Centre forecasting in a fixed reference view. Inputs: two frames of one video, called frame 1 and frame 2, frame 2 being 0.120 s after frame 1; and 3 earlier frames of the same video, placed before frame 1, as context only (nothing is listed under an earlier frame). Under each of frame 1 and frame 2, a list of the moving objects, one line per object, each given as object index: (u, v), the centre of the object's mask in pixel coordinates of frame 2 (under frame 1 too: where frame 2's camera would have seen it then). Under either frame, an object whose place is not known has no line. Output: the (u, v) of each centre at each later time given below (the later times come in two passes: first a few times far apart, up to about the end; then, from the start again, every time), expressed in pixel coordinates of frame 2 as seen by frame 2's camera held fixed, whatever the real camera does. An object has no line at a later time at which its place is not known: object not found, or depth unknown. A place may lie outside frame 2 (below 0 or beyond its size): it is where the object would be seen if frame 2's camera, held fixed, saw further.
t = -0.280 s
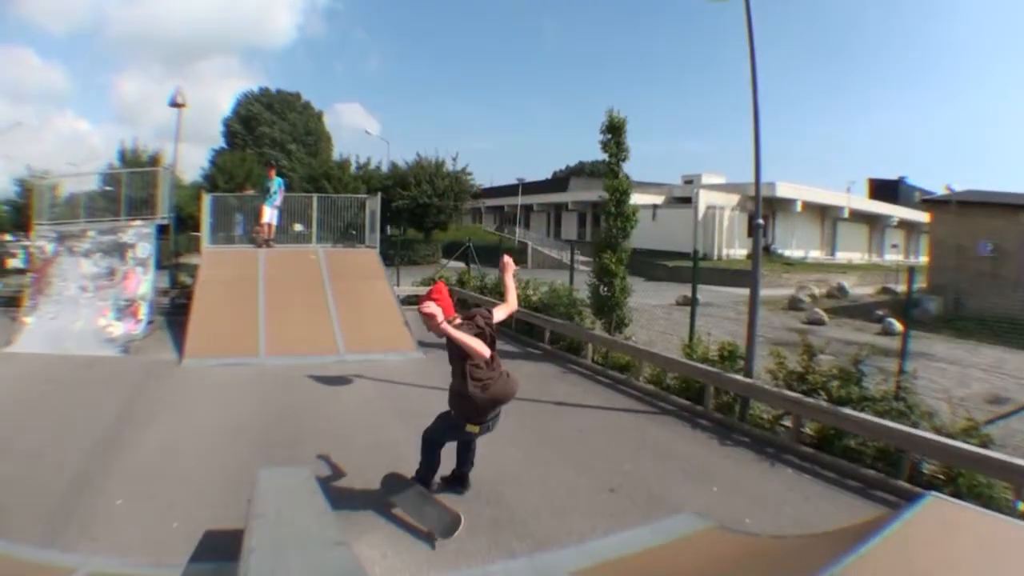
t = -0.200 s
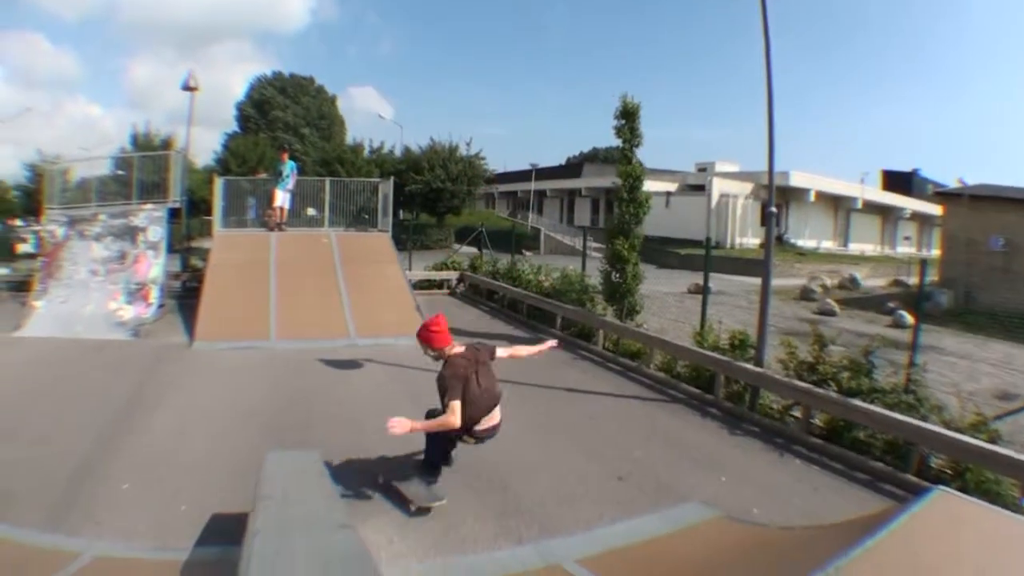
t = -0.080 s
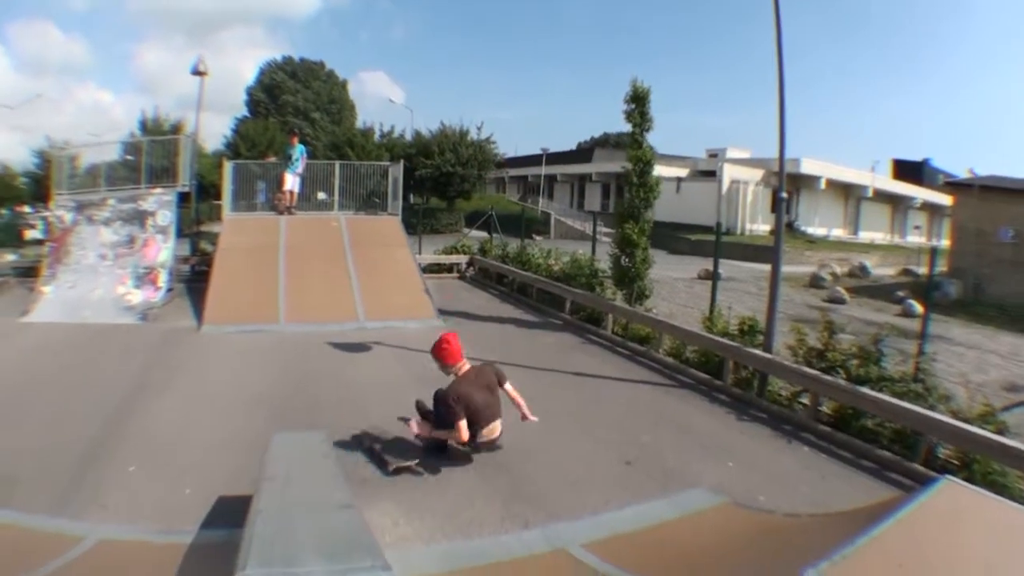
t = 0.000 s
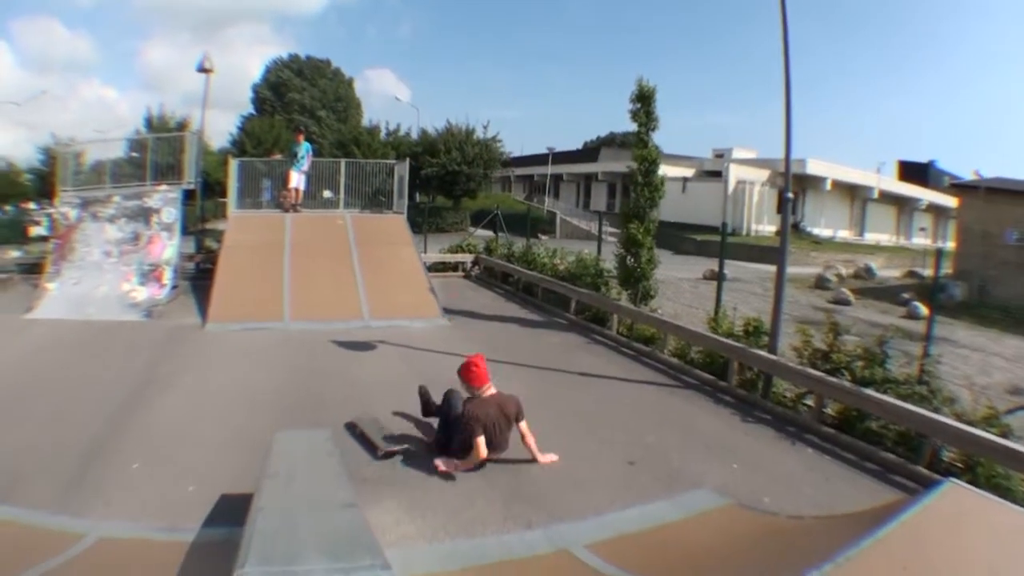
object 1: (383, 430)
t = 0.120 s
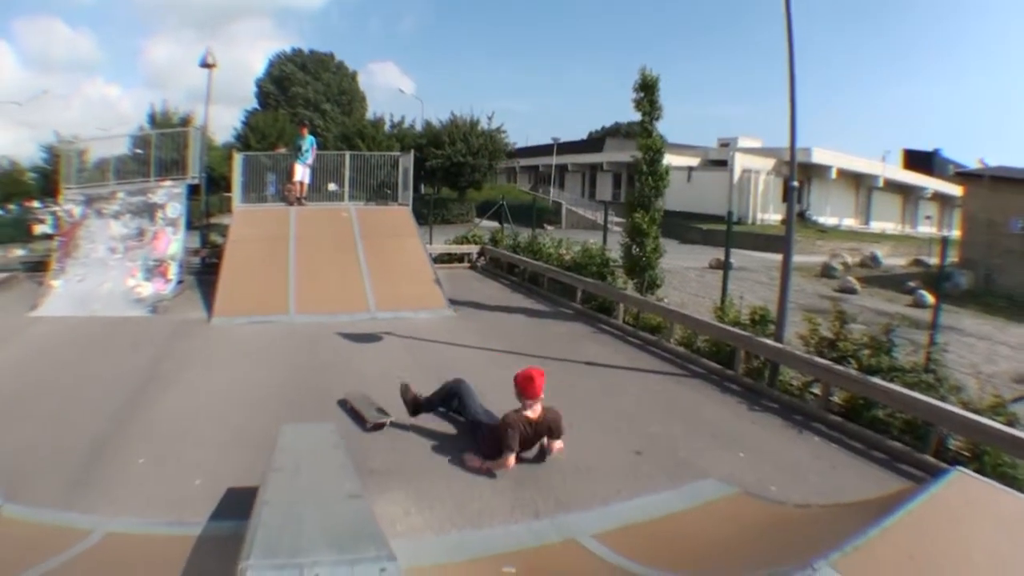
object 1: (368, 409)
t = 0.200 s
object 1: (358, 399)
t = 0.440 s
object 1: (335, 373)
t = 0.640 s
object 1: (319, 356)
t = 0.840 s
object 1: (305, 345)
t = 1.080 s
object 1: (296, 328)
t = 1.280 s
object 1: (285, 321)
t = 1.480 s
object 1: (276, 305)
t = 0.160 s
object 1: (363, 403)
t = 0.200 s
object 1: (358, 399)
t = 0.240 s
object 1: (354, 395)
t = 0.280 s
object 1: (350, 390)
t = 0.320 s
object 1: (346, 386)
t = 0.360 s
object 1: (342, 381)
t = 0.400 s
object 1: (338, 377)
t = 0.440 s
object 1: (335, 373)
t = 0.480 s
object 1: (331, 367)
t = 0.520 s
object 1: (327, 364)
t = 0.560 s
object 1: (325, 361)
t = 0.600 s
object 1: (321, 358)
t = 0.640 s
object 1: (319, 356)
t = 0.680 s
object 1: (315, 352)
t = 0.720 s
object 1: (312, 351)
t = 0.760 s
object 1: (309, 348)
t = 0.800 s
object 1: (307, 346)
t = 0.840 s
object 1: (305, 345)
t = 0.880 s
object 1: (303, 340)
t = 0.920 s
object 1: (300, 336)
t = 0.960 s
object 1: (299, 335)
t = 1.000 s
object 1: (298, 332)
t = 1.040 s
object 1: (297, 330)
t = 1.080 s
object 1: (296, 328)
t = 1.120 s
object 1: (293, 326)
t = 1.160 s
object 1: (292, 325)
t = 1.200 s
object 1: (290, 320)
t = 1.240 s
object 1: (287, 321)
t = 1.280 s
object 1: (285, 321)
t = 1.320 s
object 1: (283, 317)
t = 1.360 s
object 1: (282, 314)
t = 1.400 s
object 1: (280, 312)
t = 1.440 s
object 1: (278, 309)
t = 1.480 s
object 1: (276, 305)
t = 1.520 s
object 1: (275, 302)
